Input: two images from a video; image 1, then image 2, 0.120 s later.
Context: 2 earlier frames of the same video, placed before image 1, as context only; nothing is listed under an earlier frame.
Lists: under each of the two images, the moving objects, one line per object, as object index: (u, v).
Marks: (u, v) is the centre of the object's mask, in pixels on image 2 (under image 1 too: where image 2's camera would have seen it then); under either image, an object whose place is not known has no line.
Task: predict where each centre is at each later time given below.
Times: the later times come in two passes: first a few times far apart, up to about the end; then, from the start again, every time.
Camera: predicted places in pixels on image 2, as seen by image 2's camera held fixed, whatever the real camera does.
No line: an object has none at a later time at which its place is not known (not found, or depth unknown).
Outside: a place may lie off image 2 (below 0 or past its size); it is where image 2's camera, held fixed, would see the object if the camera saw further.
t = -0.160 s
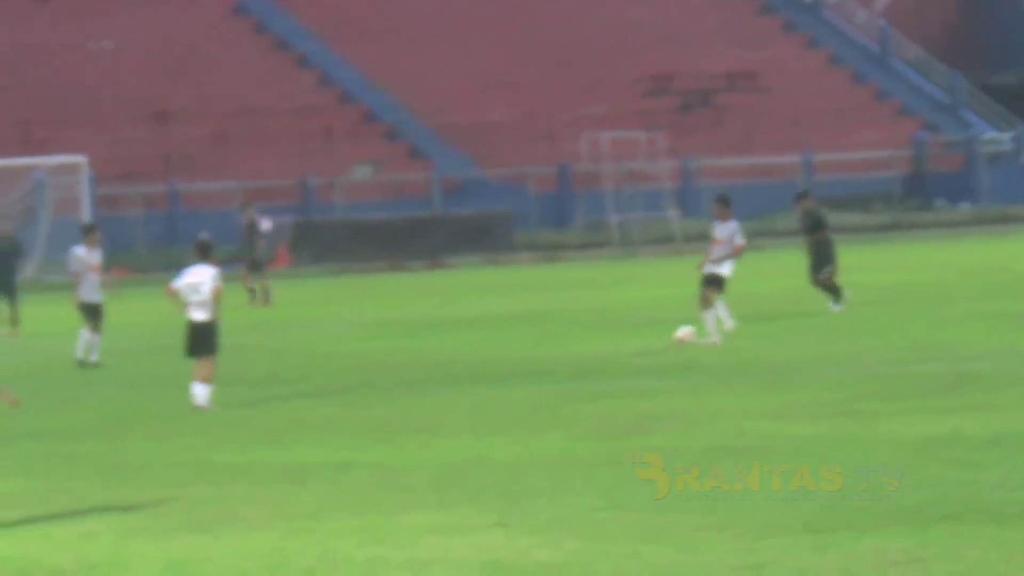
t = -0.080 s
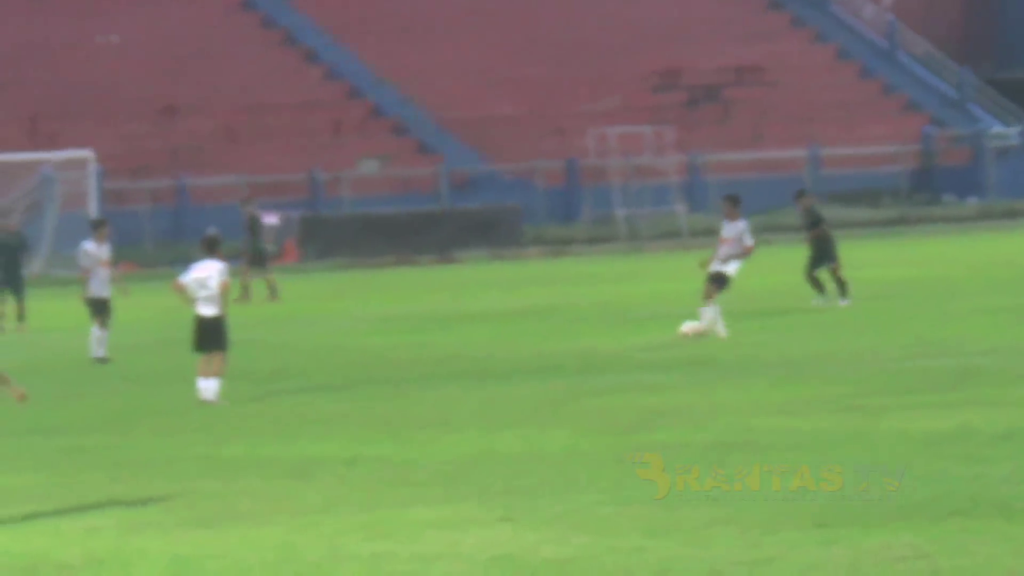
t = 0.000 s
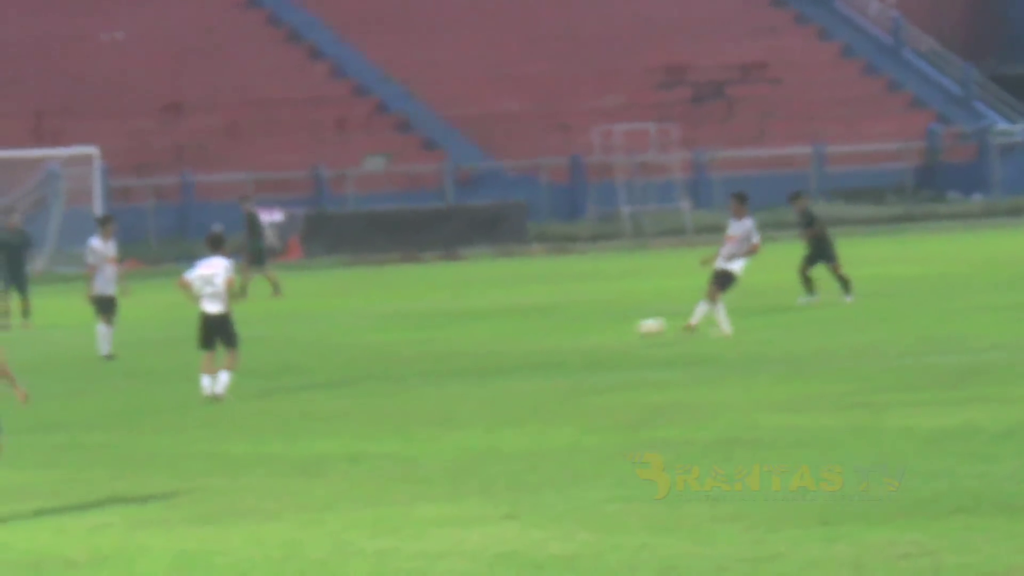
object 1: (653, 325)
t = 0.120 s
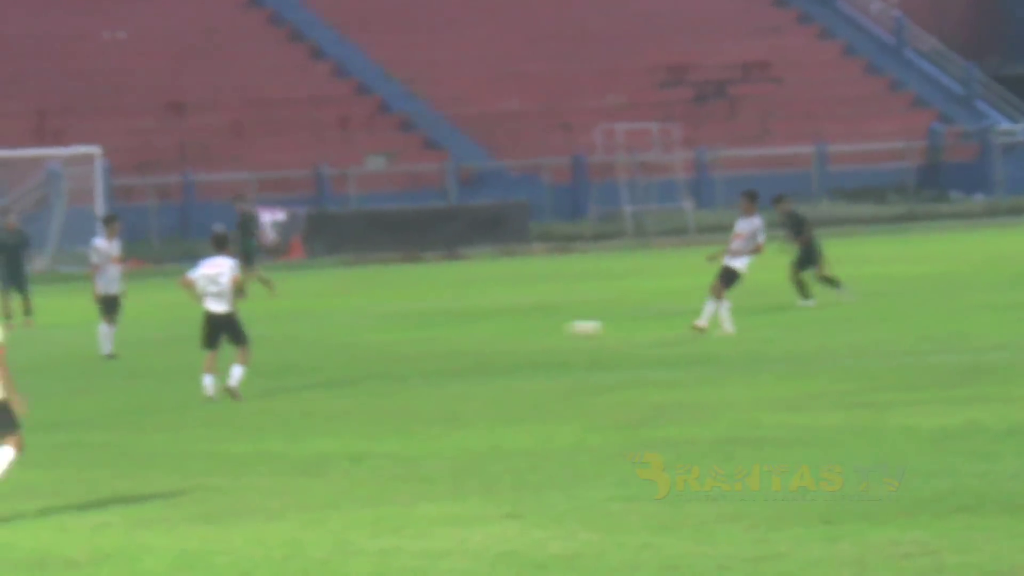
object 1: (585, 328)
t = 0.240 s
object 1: (524, 333)
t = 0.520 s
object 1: (420, 337)
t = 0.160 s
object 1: (564, 328)
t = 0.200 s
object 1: (543, 330)
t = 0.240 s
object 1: (524, 333)
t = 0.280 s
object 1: (507, 333)
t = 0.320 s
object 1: (491, 334)
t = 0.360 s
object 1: (476, 334)
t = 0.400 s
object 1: (461, 335)
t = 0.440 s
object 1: (447, 335)
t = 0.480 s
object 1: (433, 336)
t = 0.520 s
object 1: (420, 337)
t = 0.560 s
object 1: (406, 337)
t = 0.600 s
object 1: (392, 338)
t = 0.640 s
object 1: (378, 338)
